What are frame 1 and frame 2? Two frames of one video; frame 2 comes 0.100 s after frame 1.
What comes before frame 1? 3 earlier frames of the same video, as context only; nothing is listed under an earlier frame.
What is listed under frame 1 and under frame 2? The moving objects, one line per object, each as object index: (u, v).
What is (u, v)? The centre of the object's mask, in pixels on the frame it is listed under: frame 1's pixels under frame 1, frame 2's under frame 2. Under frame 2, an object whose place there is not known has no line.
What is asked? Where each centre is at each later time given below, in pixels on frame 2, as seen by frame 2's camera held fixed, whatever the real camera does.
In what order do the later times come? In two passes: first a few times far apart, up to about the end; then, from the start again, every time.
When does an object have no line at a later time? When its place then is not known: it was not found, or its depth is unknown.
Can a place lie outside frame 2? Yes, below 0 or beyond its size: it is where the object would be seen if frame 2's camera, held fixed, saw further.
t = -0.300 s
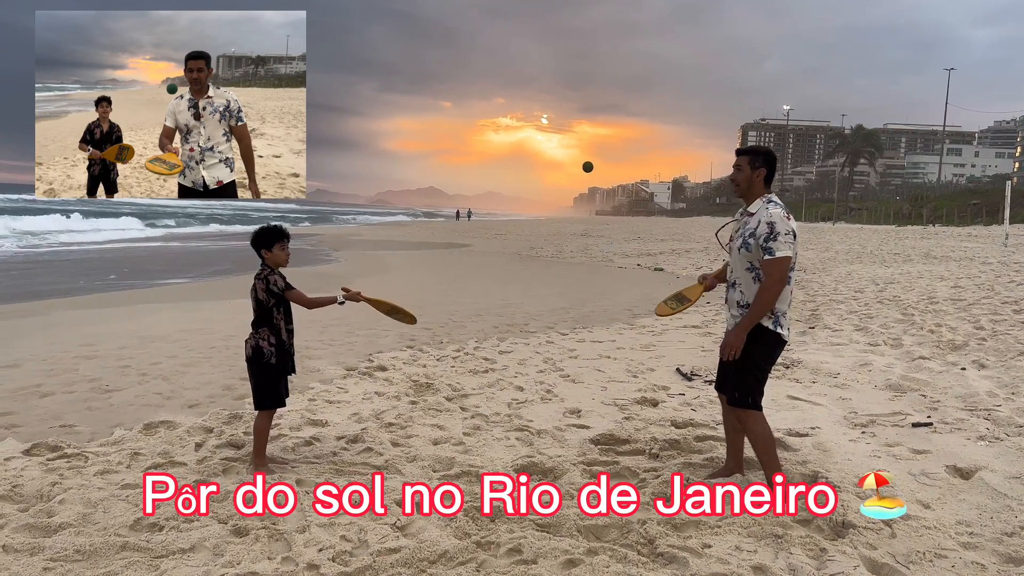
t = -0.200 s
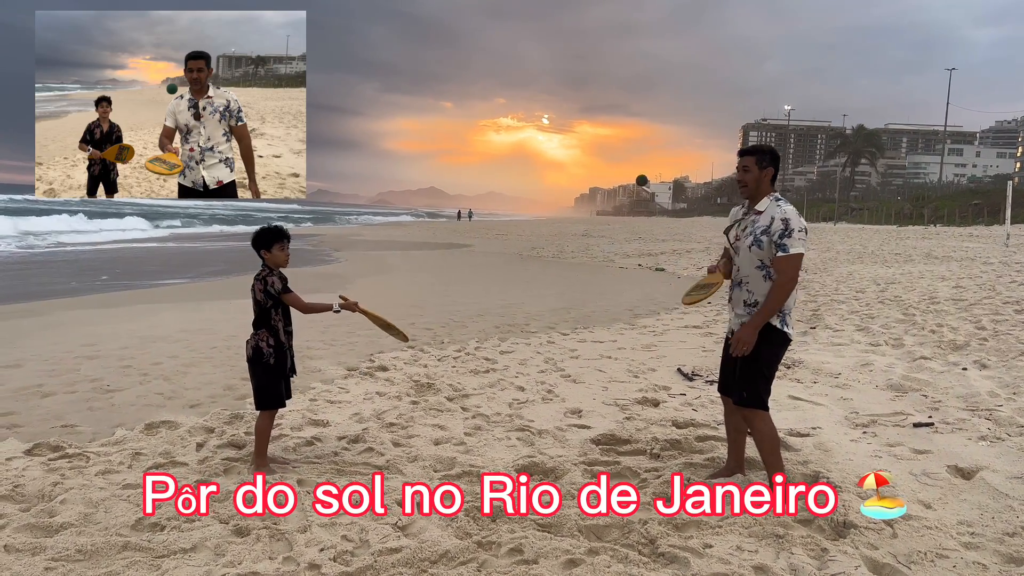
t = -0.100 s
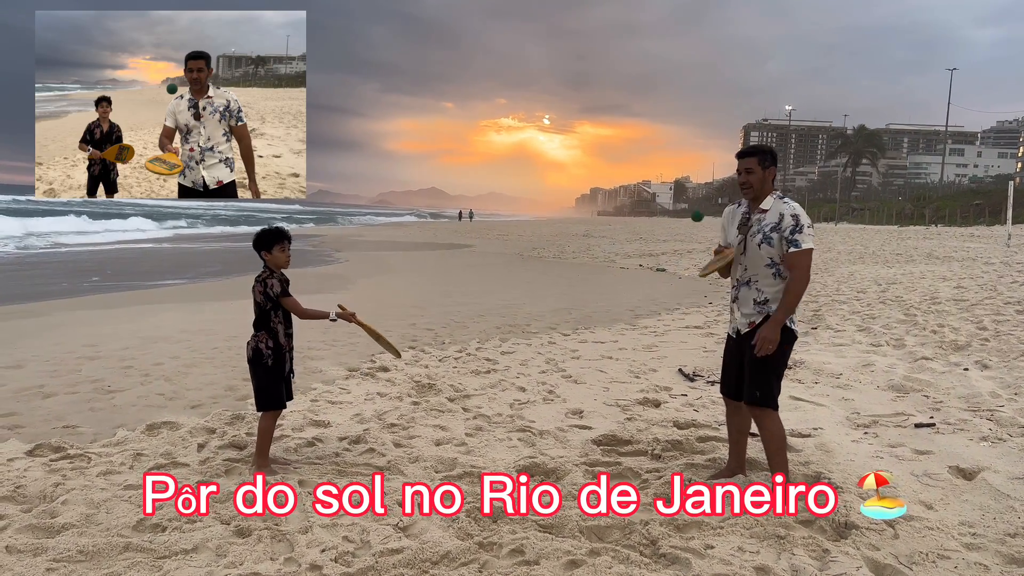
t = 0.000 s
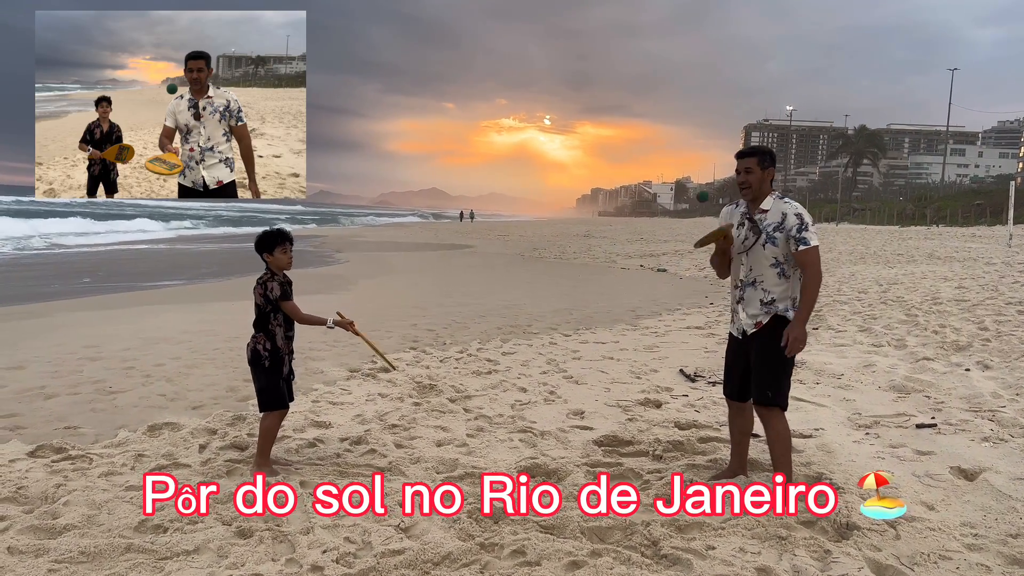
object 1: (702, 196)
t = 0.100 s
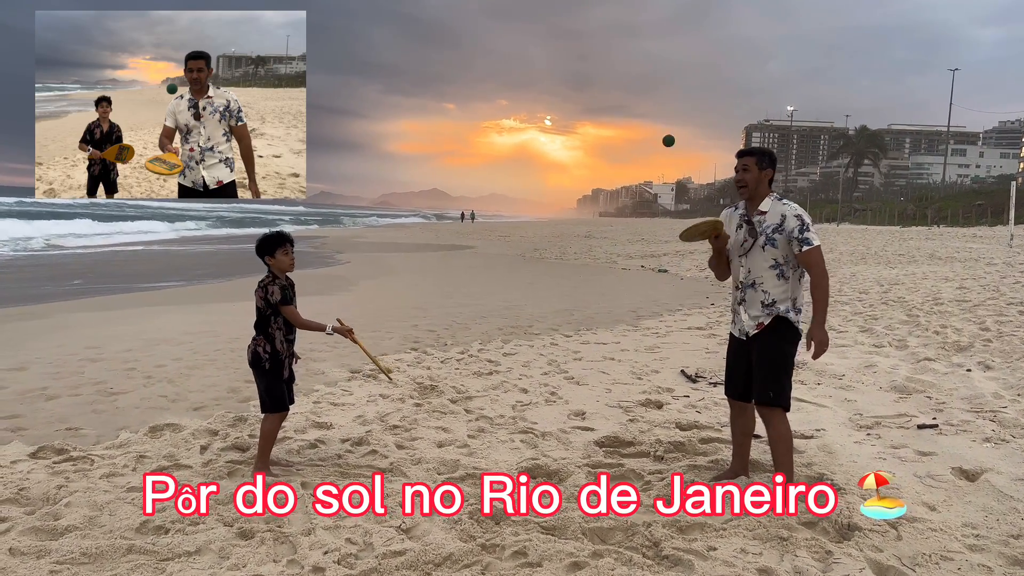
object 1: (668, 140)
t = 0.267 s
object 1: (608, 94)
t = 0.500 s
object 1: (522, 127)
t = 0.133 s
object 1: (656, 126)
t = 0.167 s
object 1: (645, 115)
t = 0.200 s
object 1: (633, 105)
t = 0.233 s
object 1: (621, 98)
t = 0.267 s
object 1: (608, 94)
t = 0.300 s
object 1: (596, 91)
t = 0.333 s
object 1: (584, 92)
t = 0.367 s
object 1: (572, 94)
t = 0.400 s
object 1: (559, 99)
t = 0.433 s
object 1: (547, 106)
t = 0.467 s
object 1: (534, 116)
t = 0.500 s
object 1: (522, 127)
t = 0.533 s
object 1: (510, 141)
